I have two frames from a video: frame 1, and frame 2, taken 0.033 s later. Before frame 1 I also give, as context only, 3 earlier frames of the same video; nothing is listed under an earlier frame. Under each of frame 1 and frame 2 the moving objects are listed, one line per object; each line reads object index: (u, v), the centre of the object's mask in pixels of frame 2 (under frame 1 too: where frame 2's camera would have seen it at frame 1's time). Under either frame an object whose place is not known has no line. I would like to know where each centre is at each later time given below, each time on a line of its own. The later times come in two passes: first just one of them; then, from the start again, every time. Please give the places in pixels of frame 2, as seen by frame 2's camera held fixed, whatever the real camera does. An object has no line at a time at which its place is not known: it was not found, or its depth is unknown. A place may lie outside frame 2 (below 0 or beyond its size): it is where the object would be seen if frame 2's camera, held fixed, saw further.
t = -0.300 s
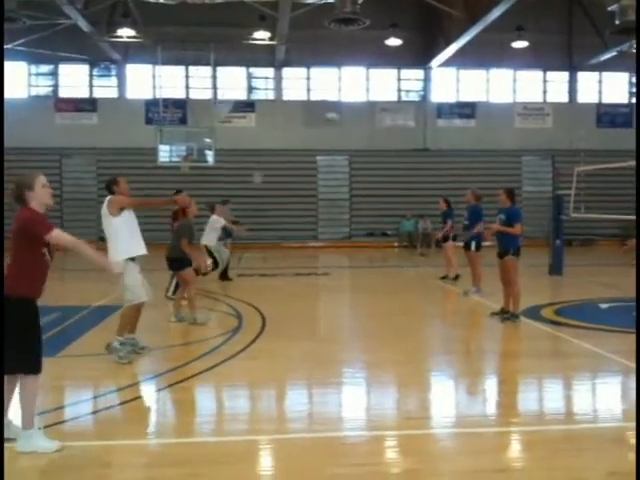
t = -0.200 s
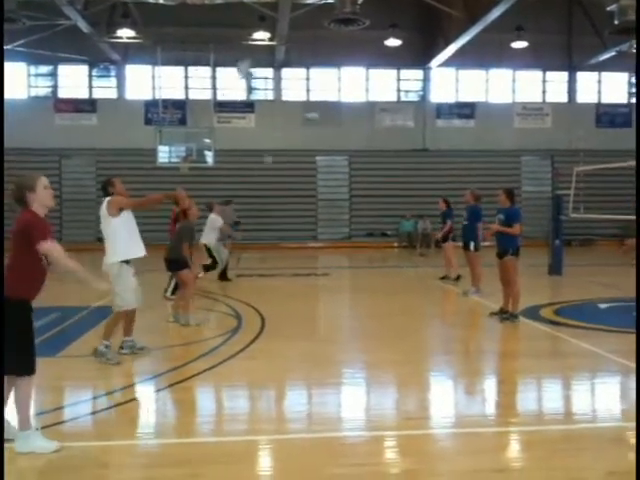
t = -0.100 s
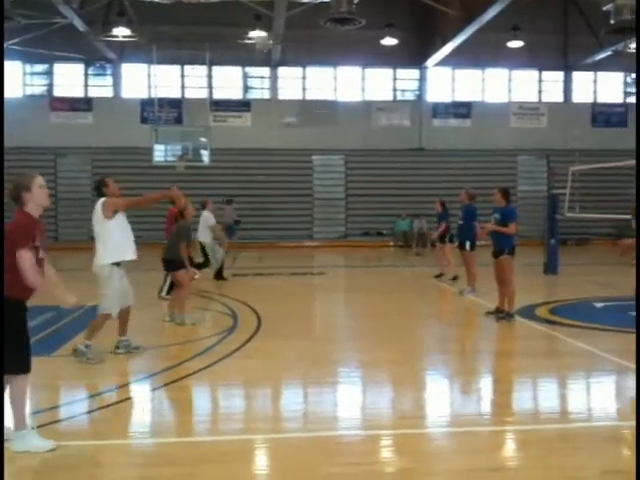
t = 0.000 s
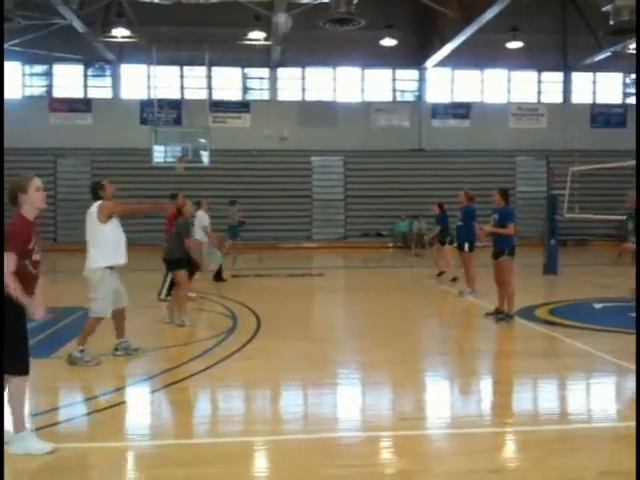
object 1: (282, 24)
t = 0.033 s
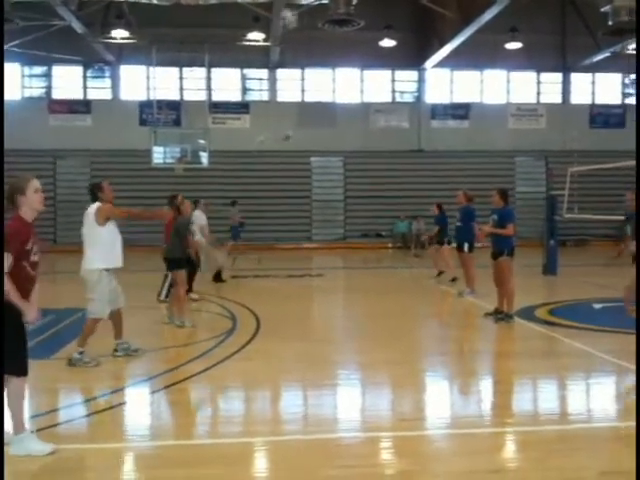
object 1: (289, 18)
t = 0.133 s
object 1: (308, 13)
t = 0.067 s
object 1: (295, 16)
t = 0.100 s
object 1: (301, 14)
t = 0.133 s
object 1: (308, 13)
